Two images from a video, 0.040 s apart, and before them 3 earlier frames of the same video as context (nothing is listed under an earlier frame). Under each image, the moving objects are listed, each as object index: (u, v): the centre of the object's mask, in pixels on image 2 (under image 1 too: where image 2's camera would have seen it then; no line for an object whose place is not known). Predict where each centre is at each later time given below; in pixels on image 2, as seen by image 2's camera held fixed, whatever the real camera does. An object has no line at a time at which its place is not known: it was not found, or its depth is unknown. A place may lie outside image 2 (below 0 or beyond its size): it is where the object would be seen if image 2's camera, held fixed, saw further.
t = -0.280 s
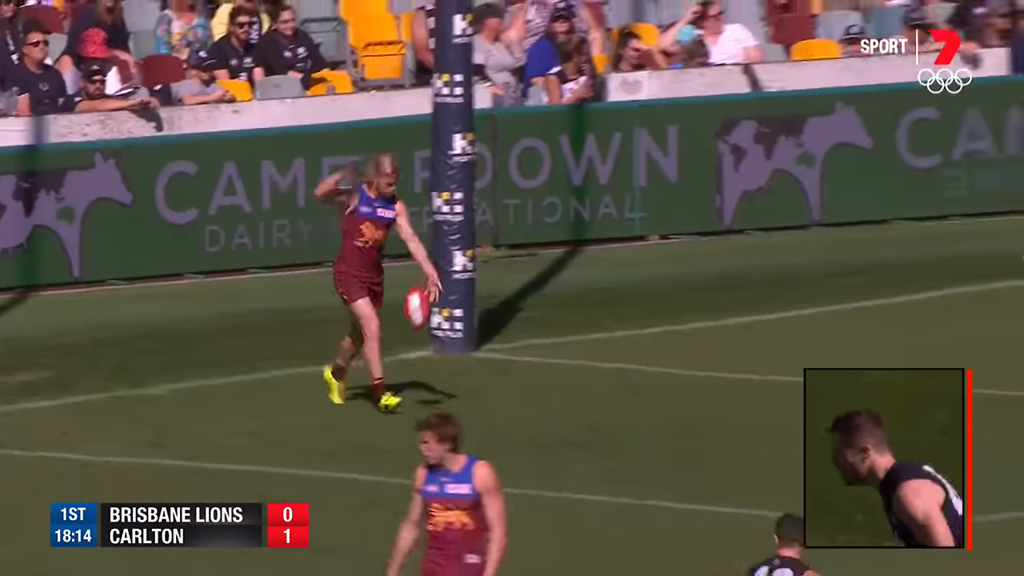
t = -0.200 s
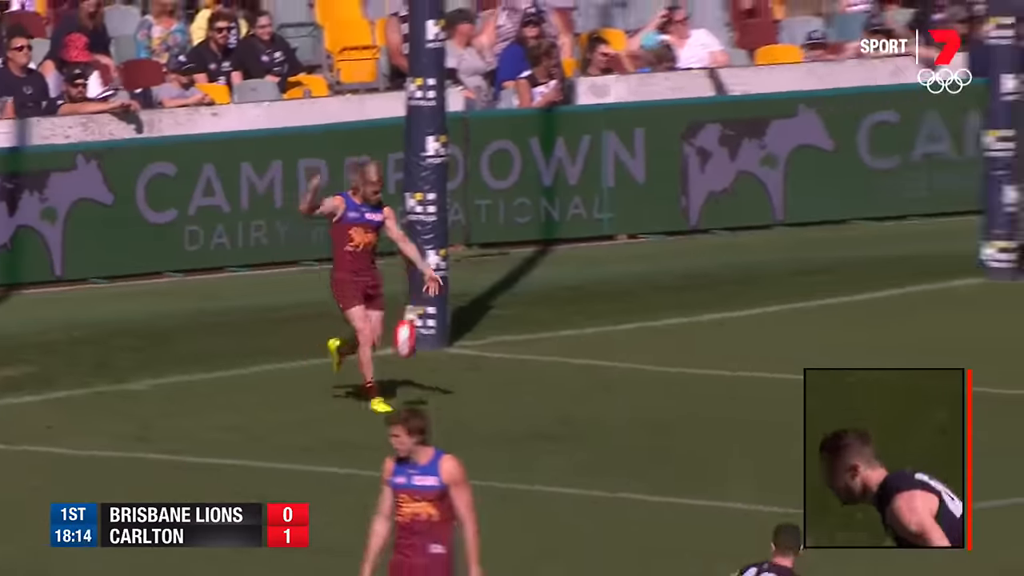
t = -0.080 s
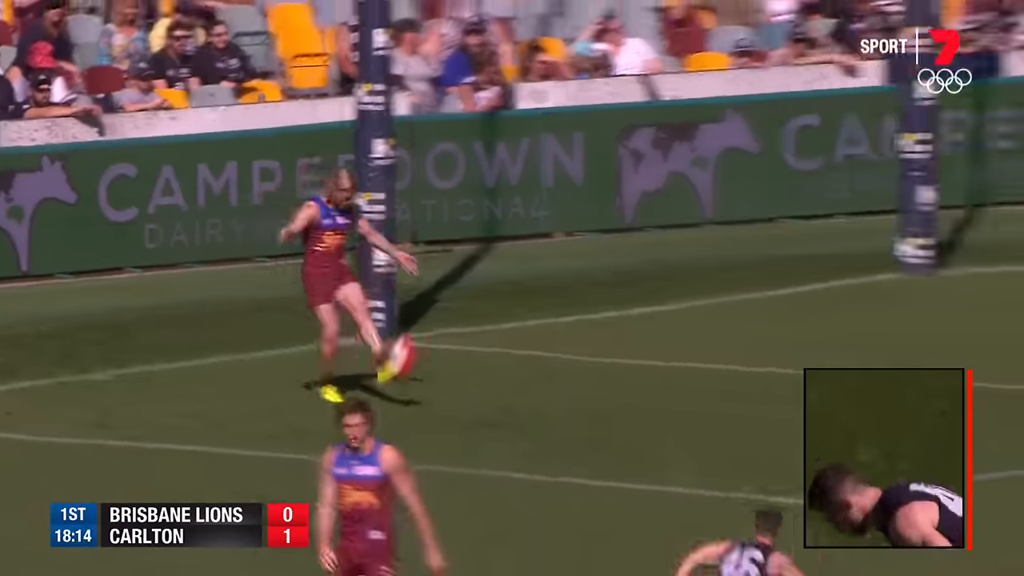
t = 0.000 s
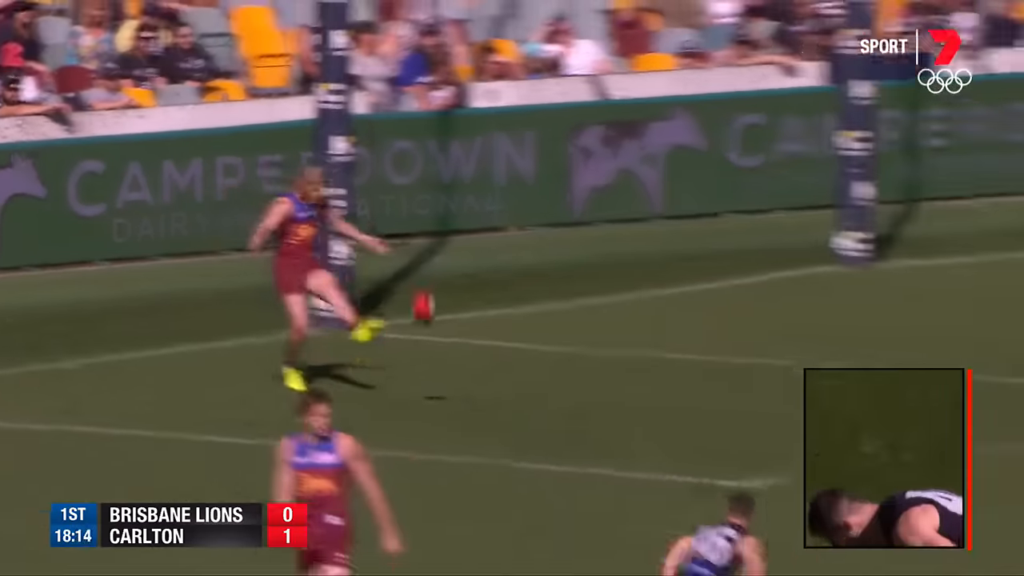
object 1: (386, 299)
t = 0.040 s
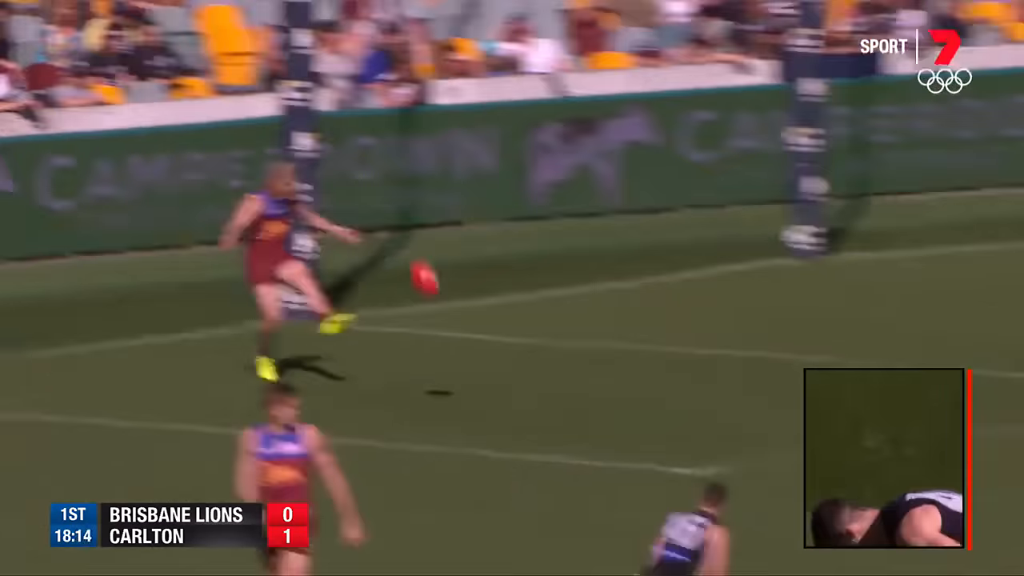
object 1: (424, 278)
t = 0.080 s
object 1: (464, 261)
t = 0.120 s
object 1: (499, 239)
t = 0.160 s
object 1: (538, 228)
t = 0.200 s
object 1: (576, 213)
